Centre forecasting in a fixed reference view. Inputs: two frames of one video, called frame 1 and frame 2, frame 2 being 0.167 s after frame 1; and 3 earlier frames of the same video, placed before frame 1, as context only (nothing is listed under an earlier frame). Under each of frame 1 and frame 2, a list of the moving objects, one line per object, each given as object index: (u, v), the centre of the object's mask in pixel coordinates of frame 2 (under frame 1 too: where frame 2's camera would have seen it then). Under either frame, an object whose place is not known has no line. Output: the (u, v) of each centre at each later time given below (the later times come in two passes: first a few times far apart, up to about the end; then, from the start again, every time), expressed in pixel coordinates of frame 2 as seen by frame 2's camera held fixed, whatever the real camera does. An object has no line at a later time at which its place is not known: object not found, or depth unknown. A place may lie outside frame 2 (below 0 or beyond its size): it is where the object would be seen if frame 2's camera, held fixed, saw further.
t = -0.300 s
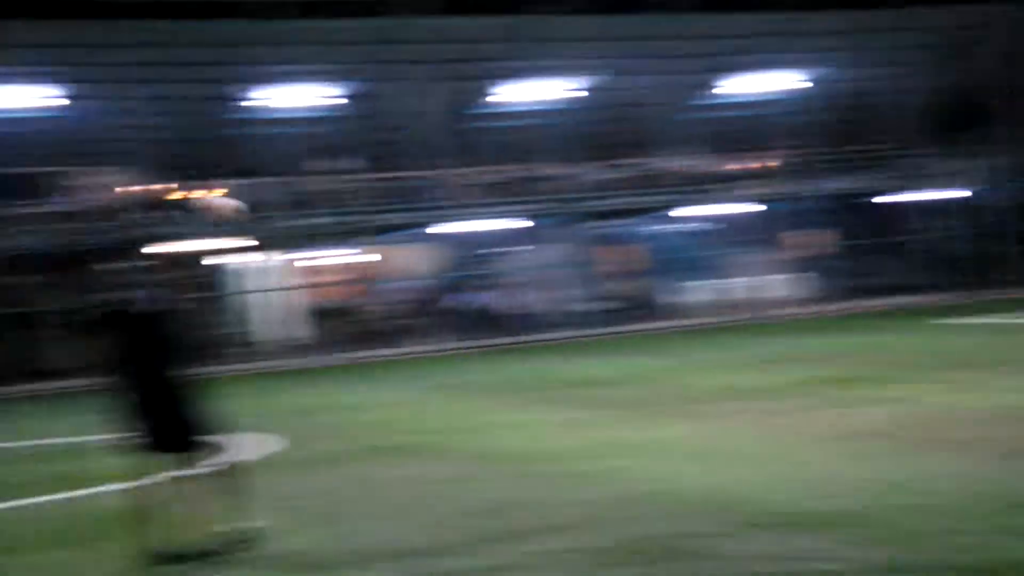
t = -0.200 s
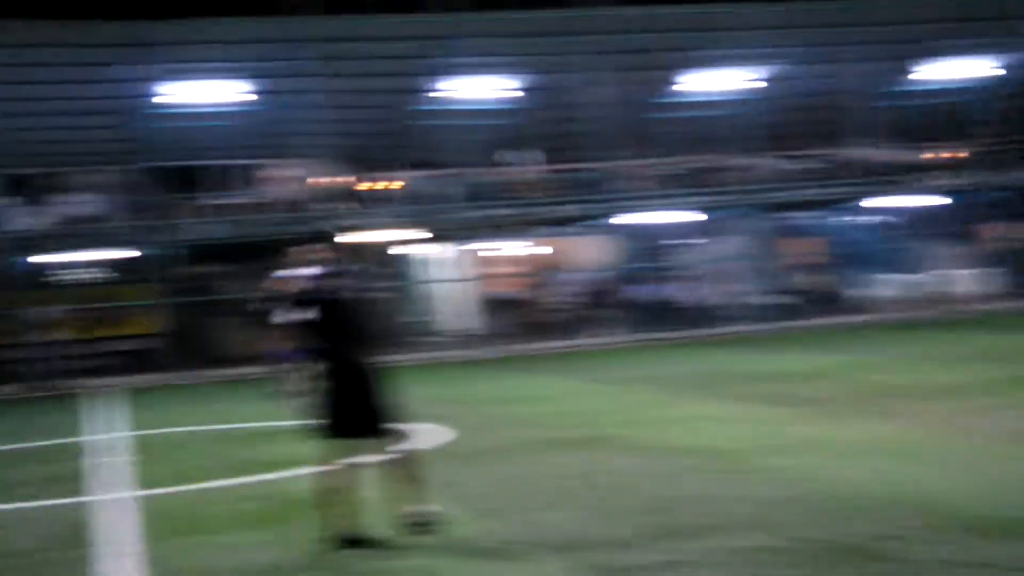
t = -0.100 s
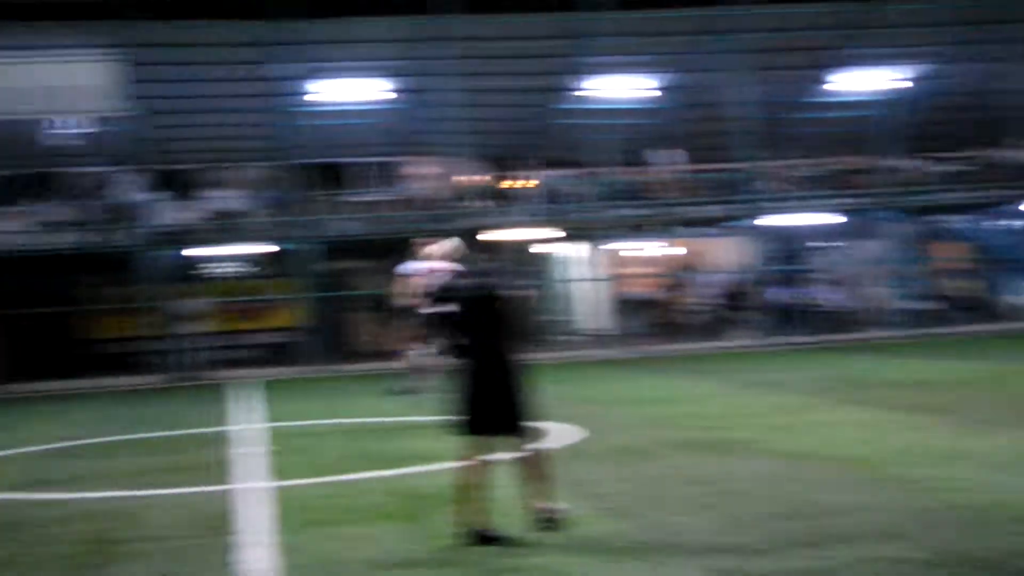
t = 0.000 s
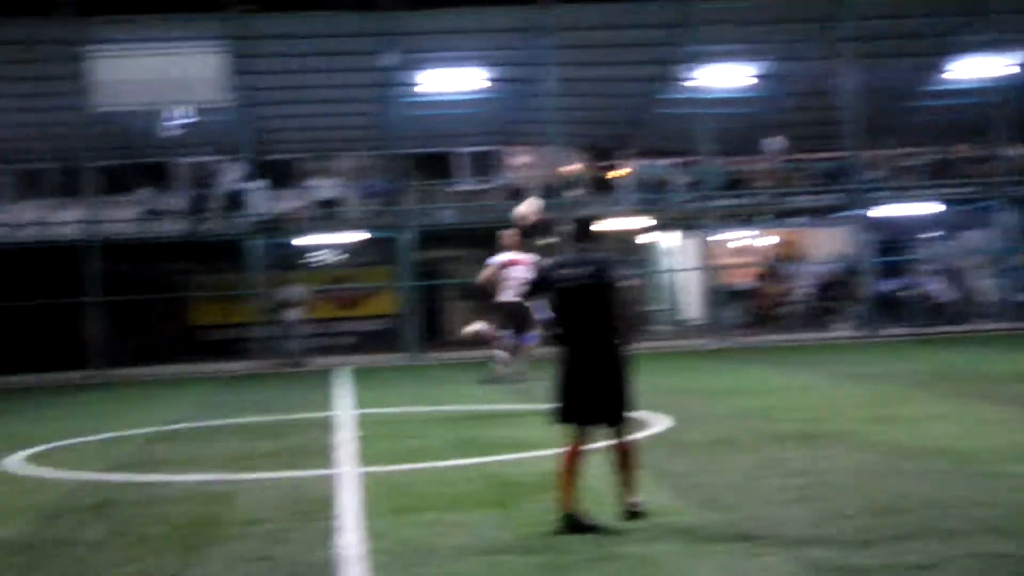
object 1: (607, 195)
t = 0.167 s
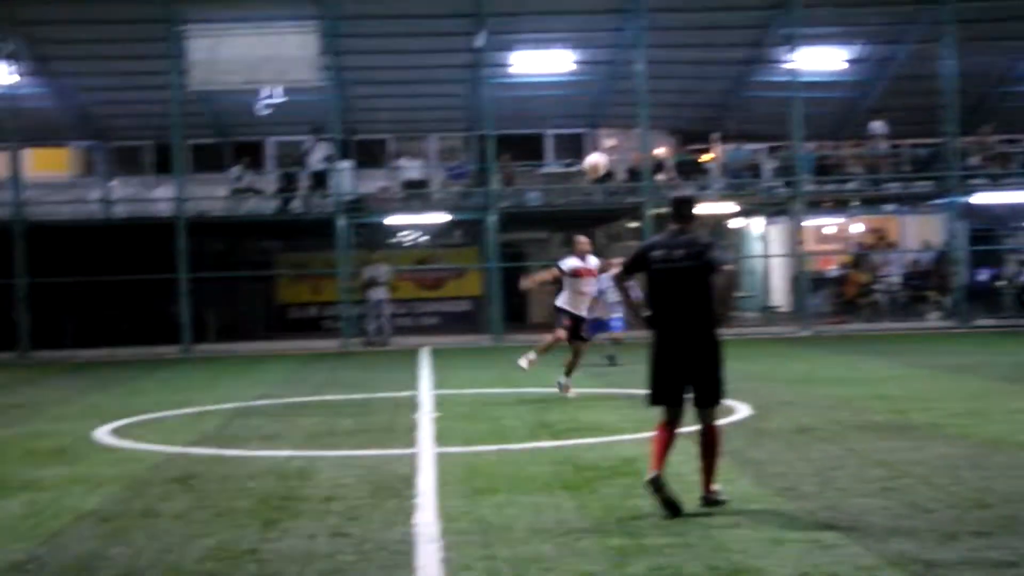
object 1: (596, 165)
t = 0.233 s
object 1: (589, 160)
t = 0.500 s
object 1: (563, 183)
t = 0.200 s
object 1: (592, 162)
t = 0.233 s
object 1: (589, 160)
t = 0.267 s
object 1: (586, 159)
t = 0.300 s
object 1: (583, 160)
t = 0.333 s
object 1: (580, 161)
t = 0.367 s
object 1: (577, 163)
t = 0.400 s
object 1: (573, 166)
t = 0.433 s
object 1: (569, 171)
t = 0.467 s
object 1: (566, 176)
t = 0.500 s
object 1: (563, 183)
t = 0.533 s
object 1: (559, 193)
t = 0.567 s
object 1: (557, 203)
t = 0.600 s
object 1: (554, 213)
